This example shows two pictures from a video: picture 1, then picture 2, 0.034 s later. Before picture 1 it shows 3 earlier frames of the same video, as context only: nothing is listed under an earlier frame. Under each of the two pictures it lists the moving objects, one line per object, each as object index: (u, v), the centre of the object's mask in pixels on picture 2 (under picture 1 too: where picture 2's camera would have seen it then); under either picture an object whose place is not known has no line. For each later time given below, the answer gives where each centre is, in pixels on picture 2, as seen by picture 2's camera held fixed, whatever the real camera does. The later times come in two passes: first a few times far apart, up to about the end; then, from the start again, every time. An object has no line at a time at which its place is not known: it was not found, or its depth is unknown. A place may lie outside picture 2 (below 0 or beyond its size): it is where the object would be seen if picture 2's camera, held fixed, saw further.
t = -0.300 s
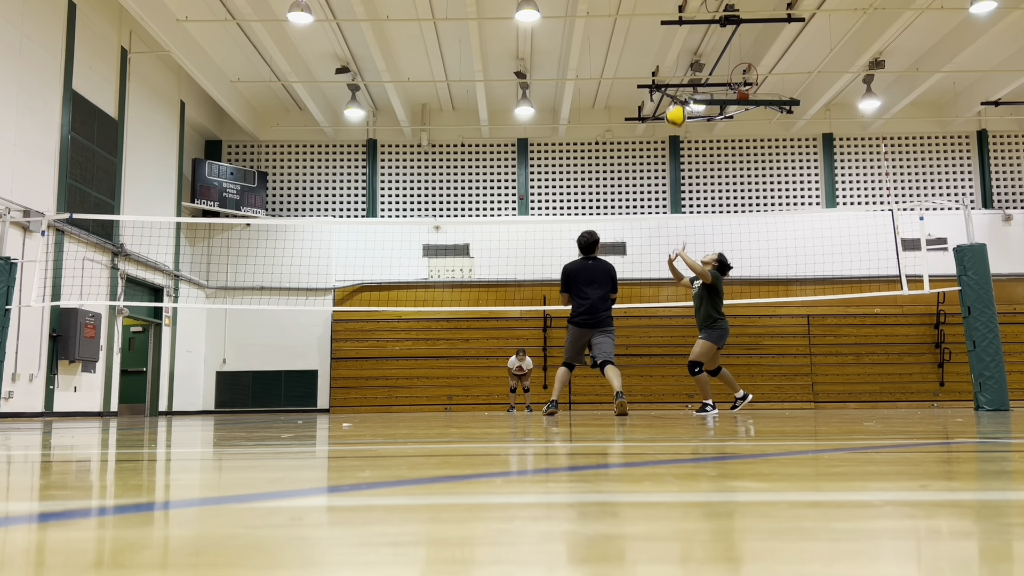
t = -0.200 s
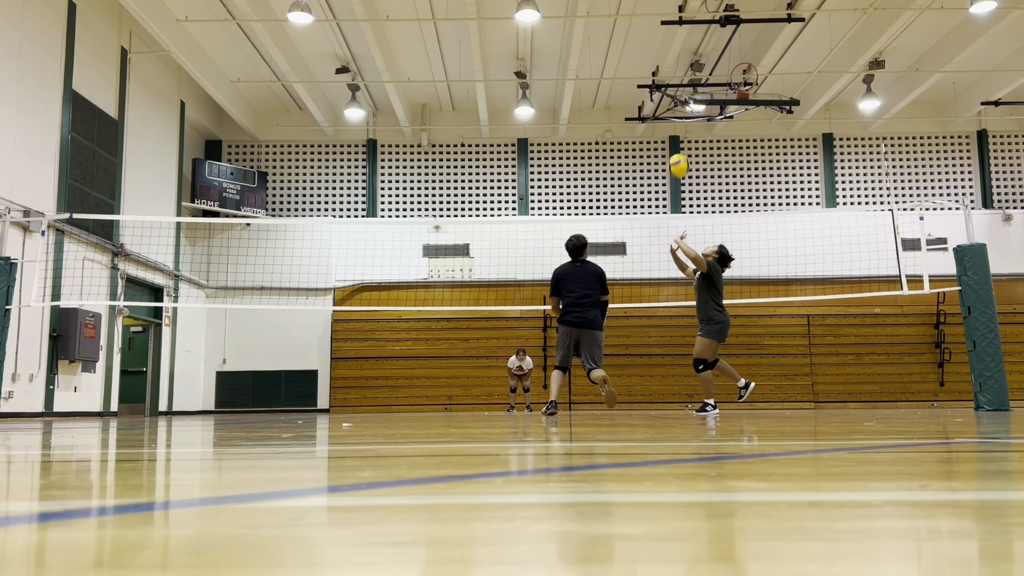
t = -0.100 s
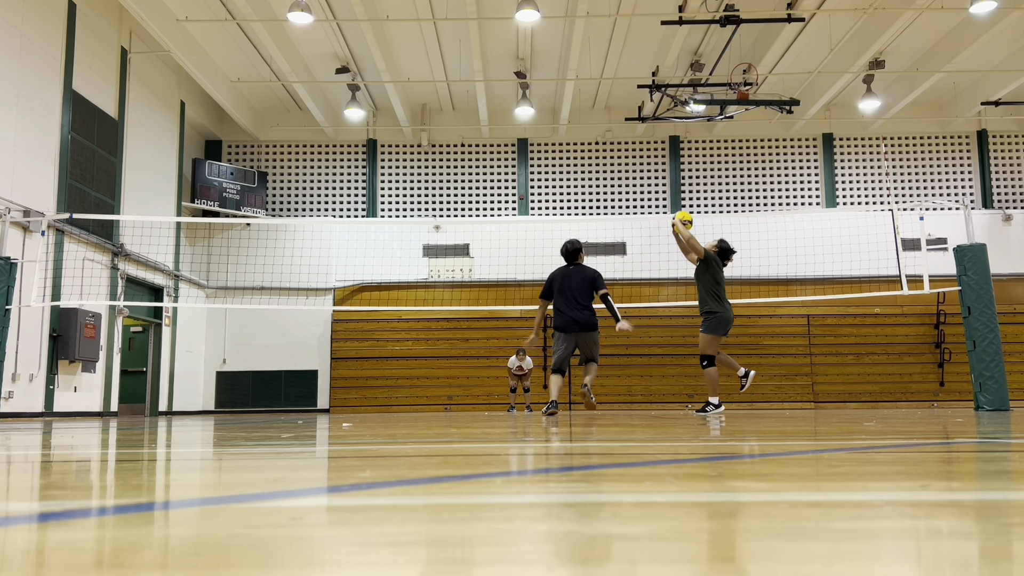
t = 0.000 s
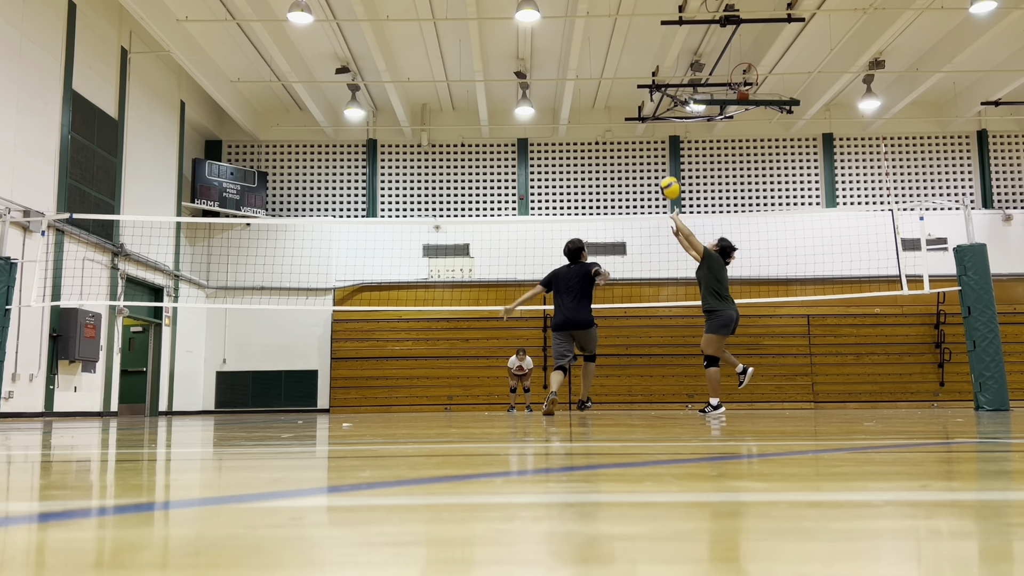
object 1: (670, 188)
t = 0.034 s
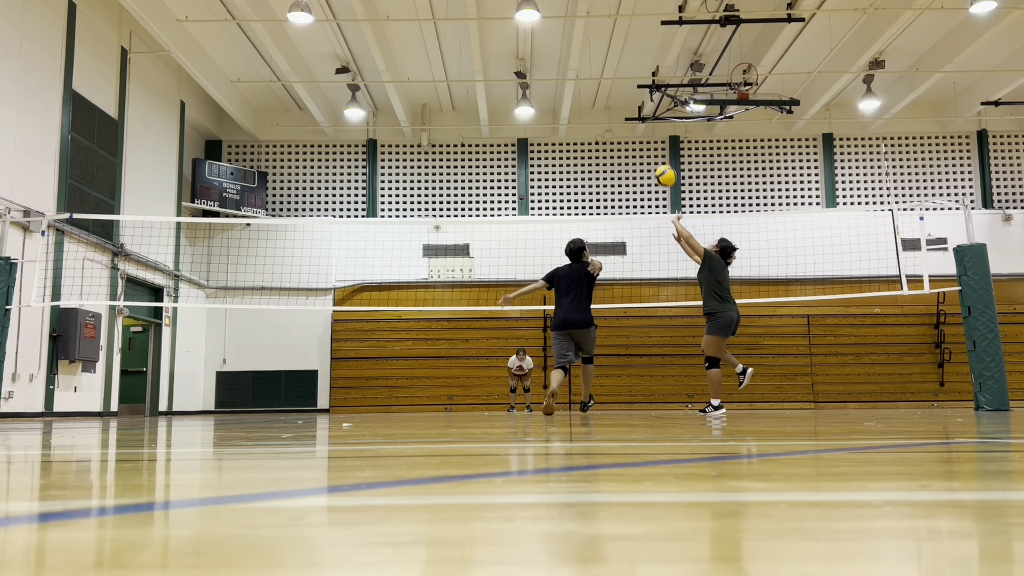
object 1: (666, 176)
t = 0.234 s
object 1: (640, 130)
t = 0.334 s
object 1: (629, 122)
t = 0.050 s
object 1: (663, 170)
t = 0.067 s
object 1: (661, 165)
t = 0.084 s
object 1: (659, 161)
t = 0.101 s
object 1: (657, 156)
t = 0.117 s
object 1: (655, 151)
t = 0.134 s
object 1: (652, 148)
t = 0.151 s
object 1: (650, 144)
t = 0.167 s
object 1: (648, 141)
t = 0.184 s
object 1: (646, 138)
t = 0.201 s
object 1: (644, 135)
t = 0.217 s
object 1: (642, 133)
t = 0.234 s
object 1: (640, 130)
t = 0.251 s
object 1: (639, 128)
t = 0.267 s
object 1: (637, 126)
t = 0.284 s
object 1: (635, 125)
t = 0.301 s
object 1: (633, 124)
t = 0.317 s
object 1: (631, 123)
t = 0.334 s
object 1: (629, 122)
